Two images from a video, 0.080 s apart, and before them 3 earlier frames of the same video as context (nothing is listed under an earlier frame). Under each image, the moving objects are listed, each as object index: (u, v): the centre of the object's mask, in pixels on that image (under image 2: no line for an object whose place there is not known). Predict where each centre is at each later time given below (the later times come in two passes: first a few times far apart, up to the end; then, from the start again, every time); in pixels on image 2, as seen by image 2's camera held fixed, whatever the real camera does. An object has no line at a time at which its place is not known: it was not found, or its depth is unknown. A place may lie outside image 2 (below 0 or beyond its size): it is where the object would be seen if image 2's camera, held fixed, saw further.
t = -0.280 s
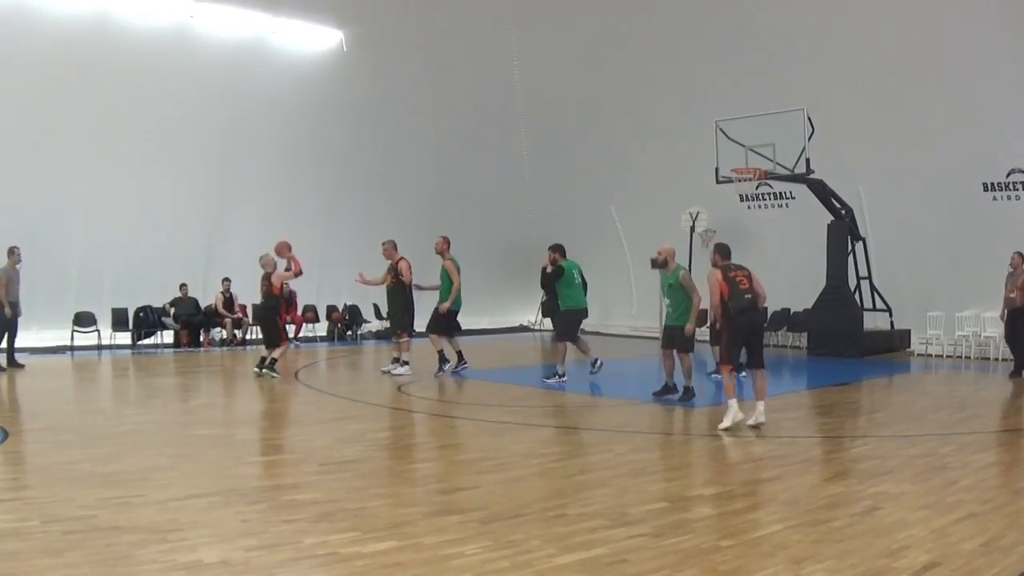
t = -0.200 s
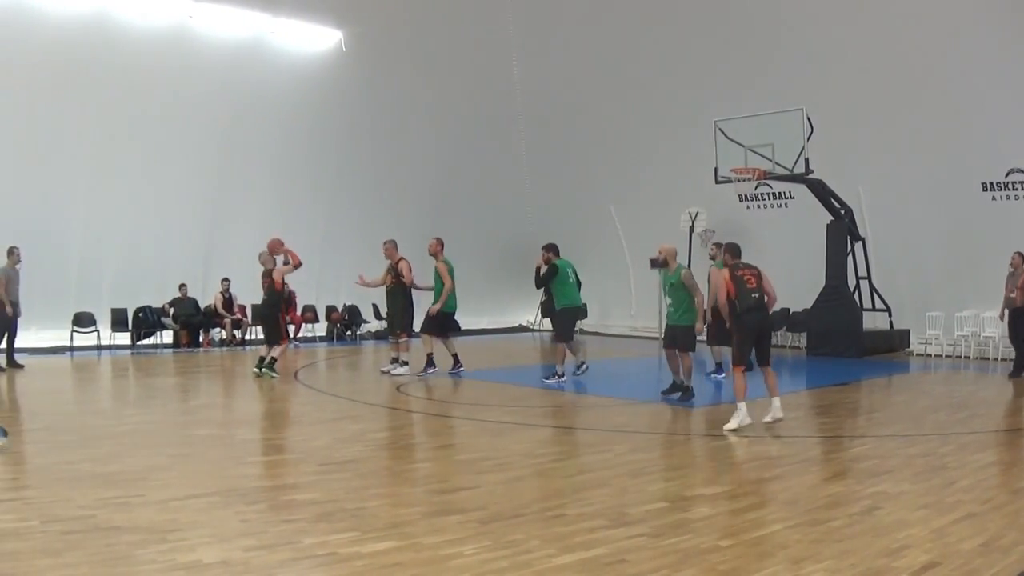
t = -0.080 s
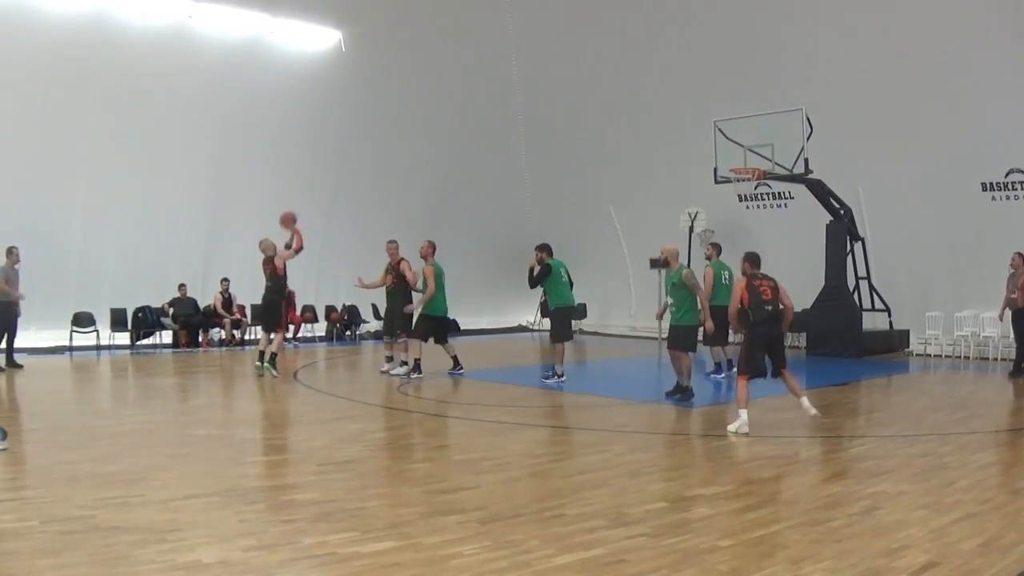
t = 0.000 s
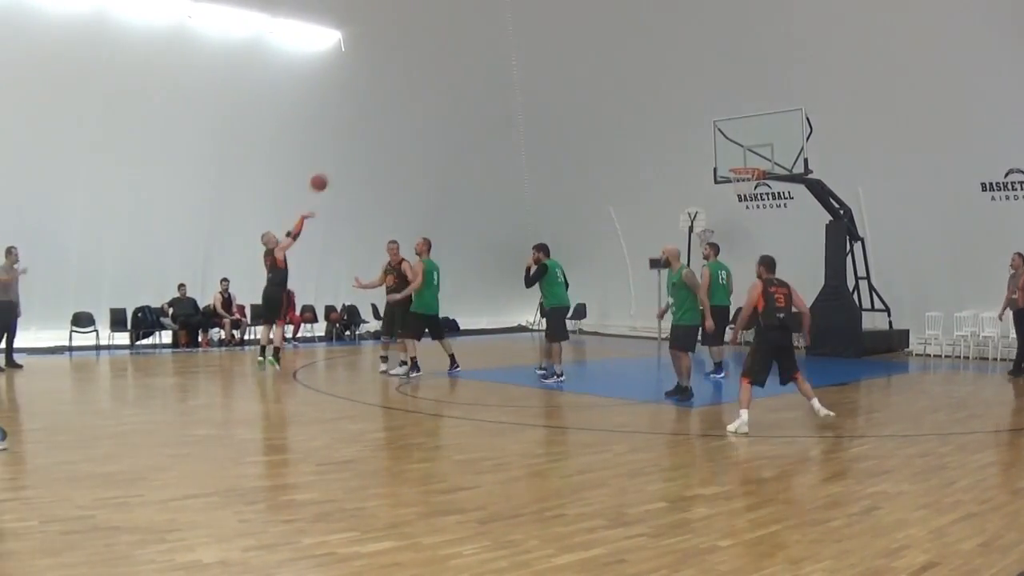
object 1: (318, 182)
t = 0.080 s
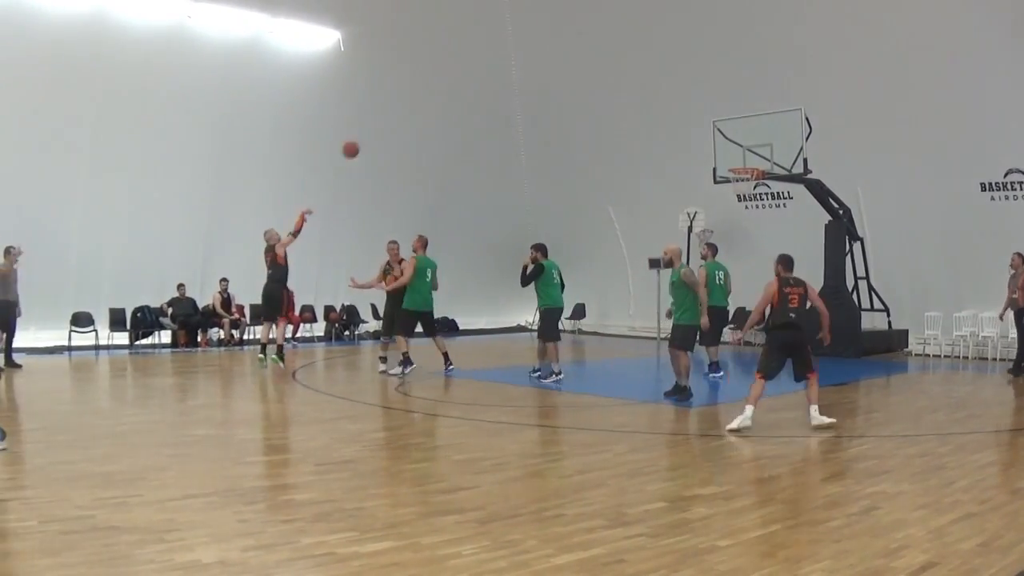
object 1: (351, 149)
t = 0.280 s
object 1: (426, 90)
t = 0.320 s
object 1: (438, 80)
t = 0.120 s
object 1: (366, 135)
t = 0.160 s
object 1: (382, 121)
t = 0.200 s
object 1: (397, 110)
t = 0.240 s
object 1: (412, 99)
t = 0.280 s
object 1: (426, 90)
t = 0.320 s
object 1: (438, 80)
